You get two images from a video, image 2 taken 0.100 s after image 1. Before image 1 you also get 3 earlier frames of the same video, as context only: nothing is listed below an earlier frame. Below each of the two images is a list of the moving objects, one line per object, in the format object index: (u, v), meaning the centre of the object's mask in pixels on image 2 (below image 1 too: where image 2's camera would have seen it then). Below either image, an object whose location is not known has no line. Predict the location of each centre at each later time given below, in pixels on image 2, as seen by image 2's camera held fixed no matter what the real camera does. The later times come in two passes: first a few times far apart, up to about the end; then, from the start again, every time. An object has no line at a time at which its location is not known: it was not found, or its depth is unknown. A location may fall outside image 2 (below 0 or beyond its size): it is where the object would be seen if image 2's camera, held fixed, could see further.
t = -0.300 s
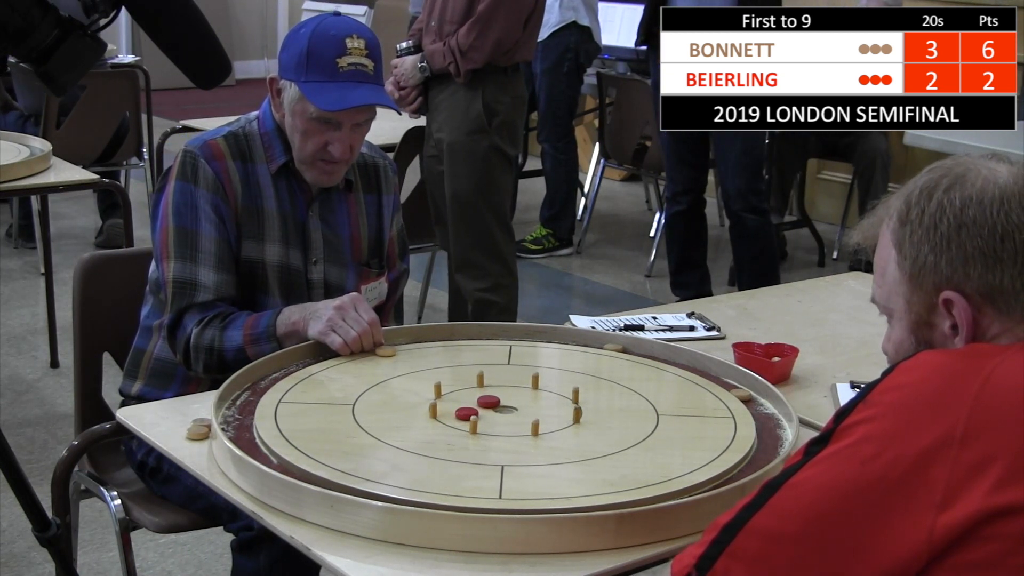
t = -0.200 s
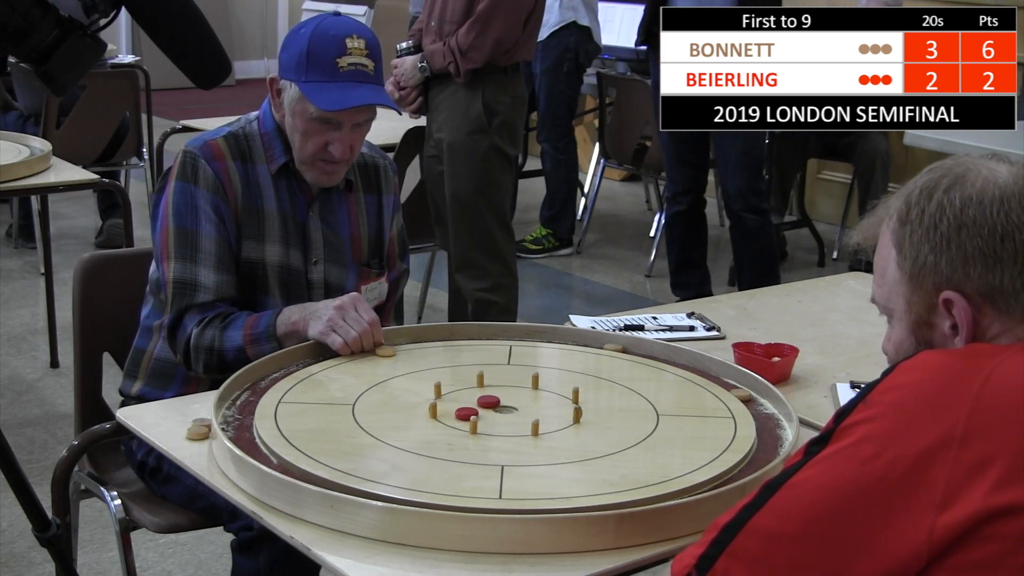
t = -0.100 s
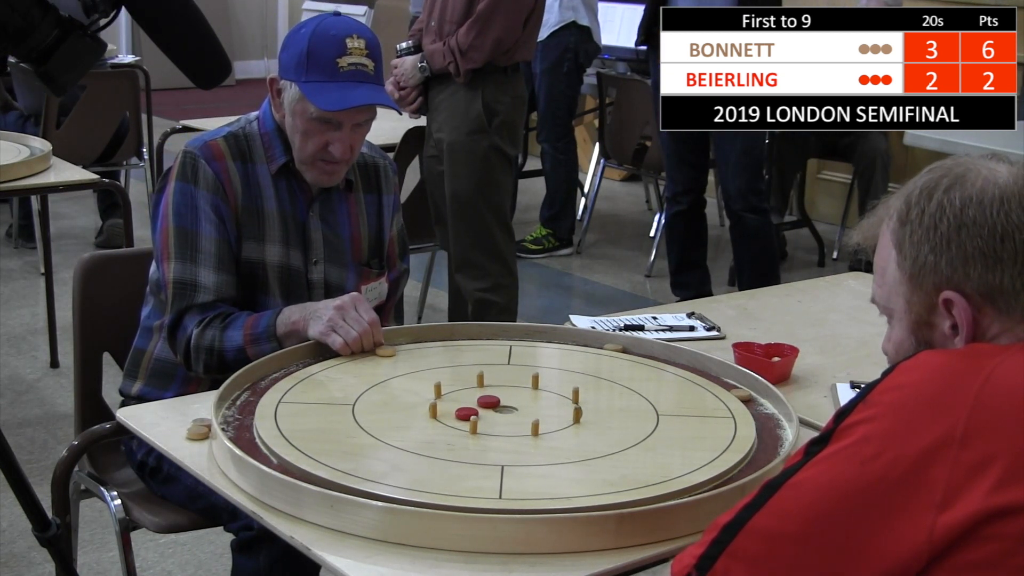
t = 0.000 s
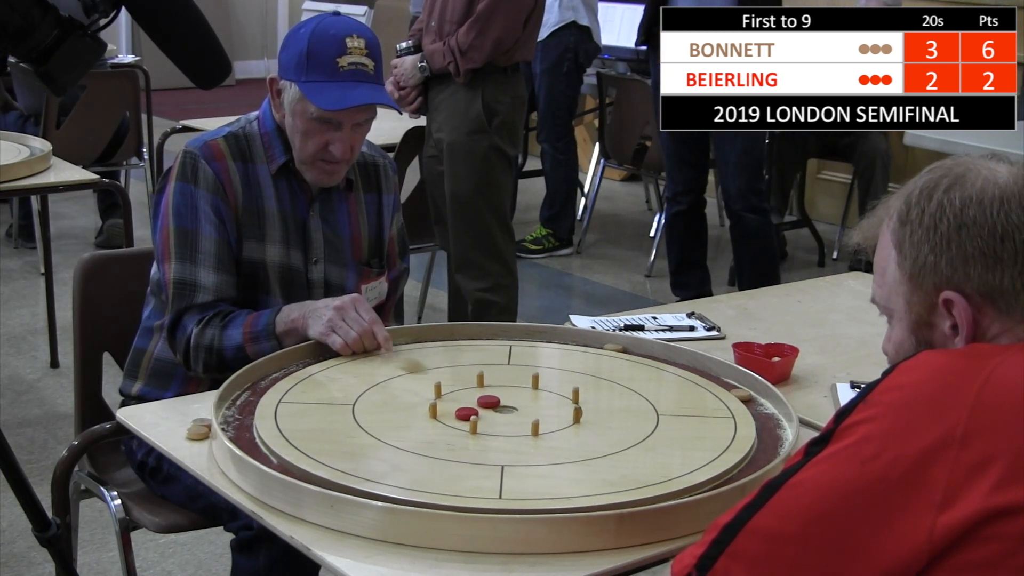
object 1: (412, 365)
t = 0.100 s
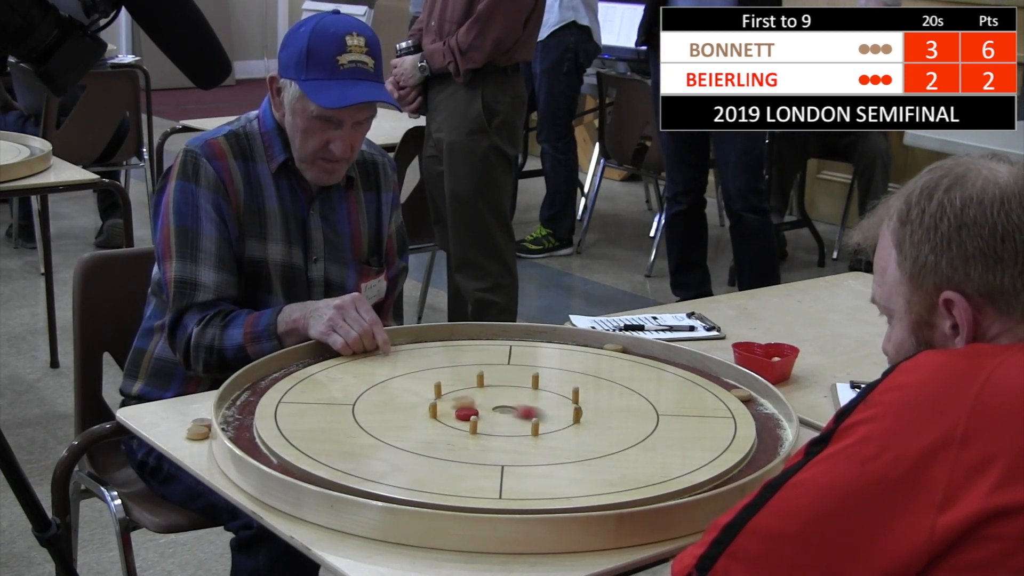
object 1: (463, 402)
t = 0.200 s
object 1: (437, 407)
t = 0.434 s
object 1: (406, 397)
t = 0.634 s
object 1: (390, 393)
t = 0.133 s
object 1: (453, 406)
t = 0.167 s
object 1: (446, 408)
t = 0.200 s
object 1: (437, 407)
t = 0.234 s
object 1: (429, 405)
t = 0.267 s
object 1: (422, 403)
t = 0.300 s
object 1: (419, 402)
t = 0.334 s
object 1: (416, 400)
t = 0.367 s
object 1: (412, 399)
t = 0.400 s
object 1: (409, 398)
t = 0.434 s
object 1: (406, 397)
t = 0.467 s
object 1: (403, 396)
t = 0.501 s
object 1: (400, 395)
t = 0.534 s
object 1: (397, 395)
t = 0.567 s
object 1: (394, 394)
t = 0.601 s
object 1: (392, 394)
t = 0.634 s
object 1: (390, 393)
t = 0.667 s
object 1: (387, 393)
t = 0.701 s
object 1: (385, 393)
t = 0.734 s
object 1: (384, 393)
